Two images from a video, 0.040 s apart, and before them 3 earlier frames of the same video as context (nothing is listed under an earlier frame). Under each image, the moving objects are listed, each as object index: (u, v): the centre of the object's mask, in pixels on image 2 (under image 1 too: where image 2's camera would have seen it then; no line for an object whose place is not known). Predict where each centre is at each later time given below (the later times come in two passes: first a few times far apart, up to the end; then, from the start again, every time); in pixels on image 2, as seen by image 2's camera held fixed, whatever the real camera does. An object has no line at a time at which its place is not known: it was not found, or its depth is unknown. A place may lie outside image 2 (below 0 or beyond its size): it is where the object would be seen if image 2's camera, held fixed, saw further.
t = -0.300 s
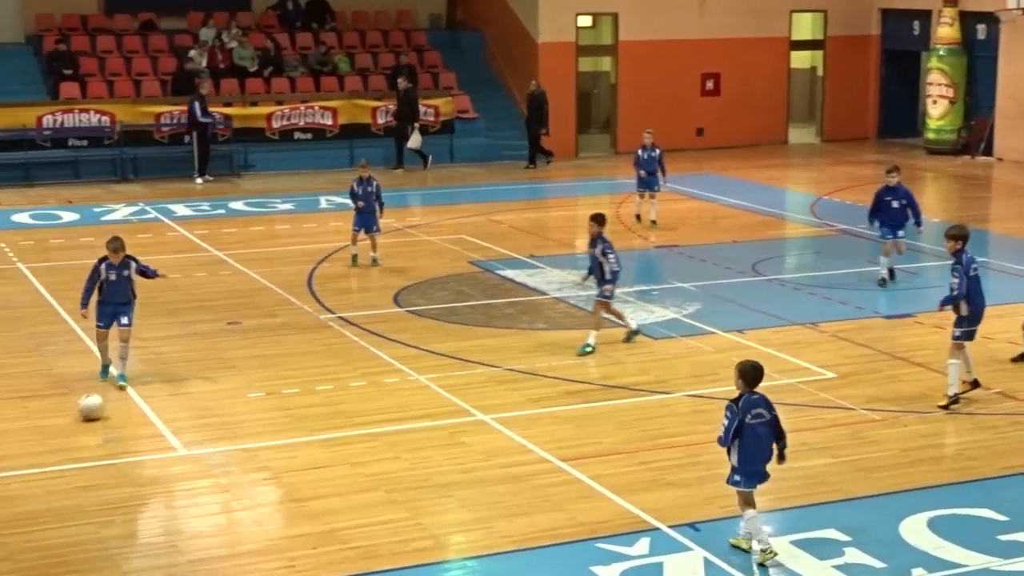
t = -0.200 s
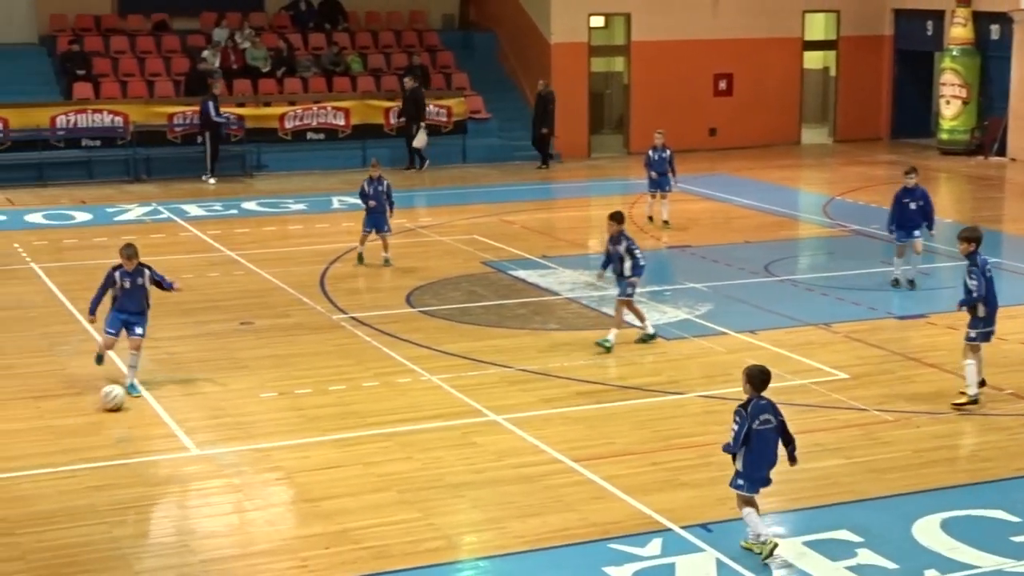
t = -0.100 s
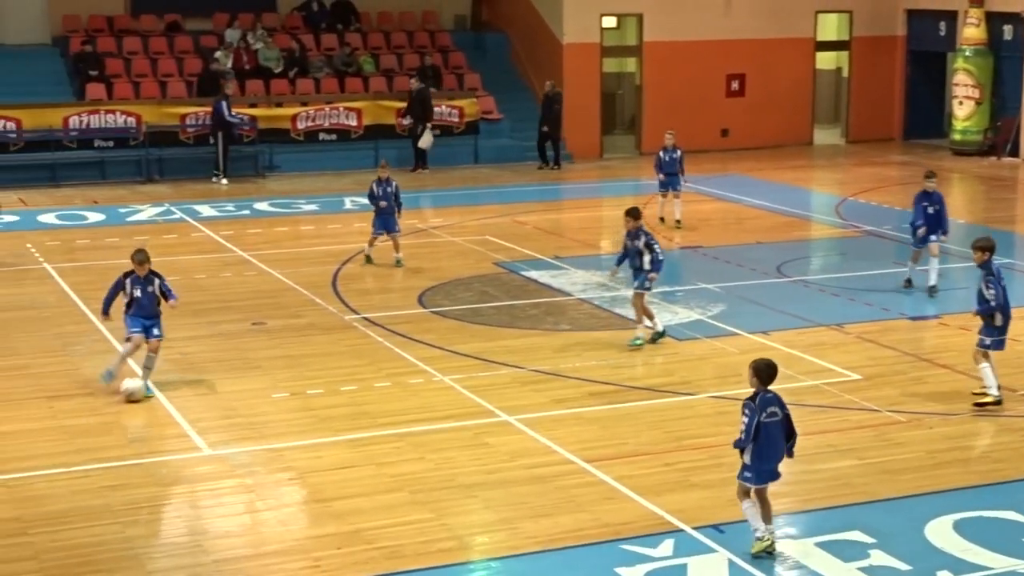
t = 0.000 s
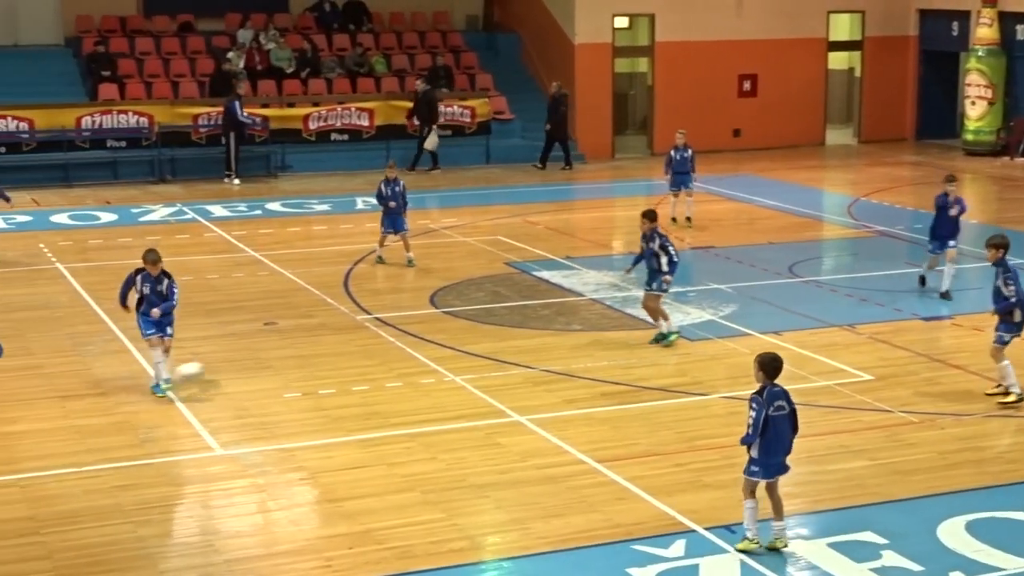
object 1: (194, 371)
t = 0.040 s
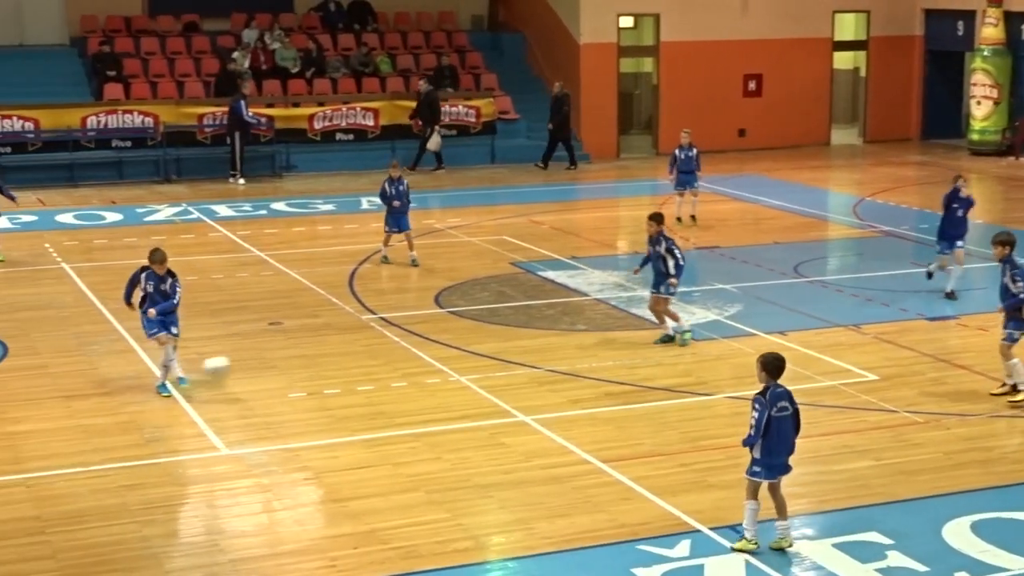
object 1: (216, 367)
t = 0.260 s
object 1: (338, 368)
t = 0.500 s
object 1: (470, 394)
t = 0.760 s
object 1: (603, 406)
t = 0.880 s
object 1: (663, 408)
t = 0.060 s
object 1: (227, 365)
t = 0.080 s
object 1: (238, 363)
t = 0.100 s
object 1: (250, 363)
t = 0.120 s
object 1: (260, 361)
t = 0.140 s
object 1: (271, 361)
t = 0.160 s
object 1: (283, 361)
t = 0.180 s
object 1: (293, 362)
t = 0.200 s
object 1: (305, 363)
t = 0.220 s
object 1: (316, 365)
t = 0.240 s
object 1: (328, 366)
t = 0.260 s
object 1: (338, 368)
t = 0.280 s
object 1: (349, 373)
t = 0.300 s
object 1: (362, 376)
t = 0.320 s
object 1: (373, 380)
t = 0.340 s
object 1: (385, 385)
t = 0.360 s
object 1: (396, 390)
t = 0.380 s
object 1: (408, 396)
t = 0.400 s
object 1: (419, 403)
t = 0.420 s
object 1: (430, 406)
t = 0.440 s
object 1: (441, 404)
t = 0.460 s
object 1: (451, 399)
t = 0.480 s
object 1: (460, 396)
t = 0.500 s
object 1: (470, 394)
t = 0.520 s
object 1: (482, 393)
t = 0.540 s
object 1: (492, 392)
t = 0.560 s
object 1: (502, 392)
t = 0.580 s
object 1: (512, 392)
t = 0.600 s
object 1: (522, 393)
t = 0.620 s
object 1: (533, 394)
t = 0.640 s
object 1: (542, 395)
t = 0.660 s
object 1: (553, 398)
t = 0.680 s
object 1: (563, 401)
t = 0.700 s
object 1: (572, 404)
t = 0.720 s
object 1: (583, 408)
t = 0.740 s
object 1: (593, 406)
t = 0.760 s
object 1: (603, 406)
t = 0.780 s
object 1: (613, 405)
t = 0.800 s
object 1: (623, 404)
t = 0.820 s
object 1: (633, 406)
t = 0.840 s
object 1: (643, 406)
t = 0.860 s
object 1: (653, 407)
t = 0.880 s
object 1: (663, 408)
